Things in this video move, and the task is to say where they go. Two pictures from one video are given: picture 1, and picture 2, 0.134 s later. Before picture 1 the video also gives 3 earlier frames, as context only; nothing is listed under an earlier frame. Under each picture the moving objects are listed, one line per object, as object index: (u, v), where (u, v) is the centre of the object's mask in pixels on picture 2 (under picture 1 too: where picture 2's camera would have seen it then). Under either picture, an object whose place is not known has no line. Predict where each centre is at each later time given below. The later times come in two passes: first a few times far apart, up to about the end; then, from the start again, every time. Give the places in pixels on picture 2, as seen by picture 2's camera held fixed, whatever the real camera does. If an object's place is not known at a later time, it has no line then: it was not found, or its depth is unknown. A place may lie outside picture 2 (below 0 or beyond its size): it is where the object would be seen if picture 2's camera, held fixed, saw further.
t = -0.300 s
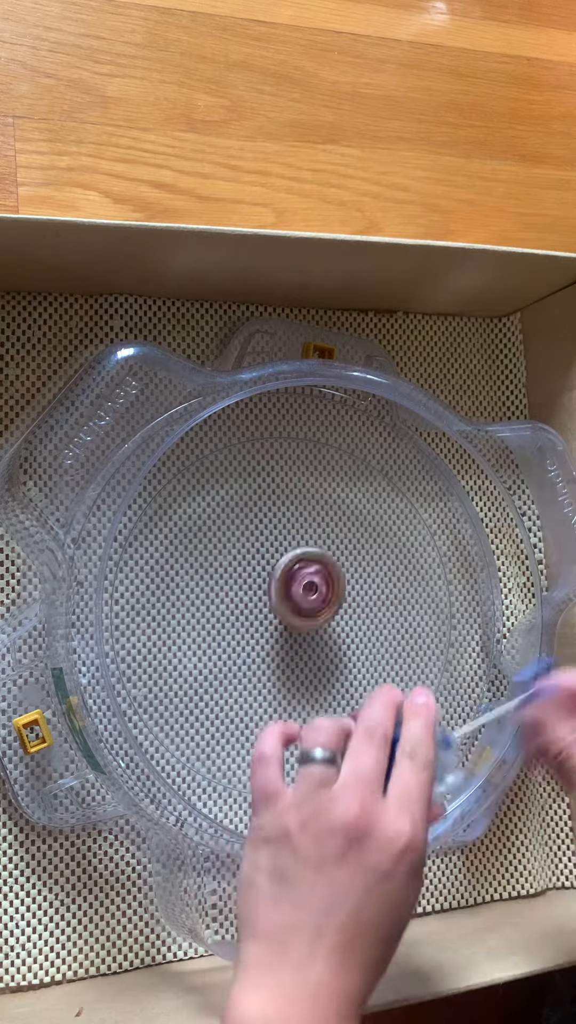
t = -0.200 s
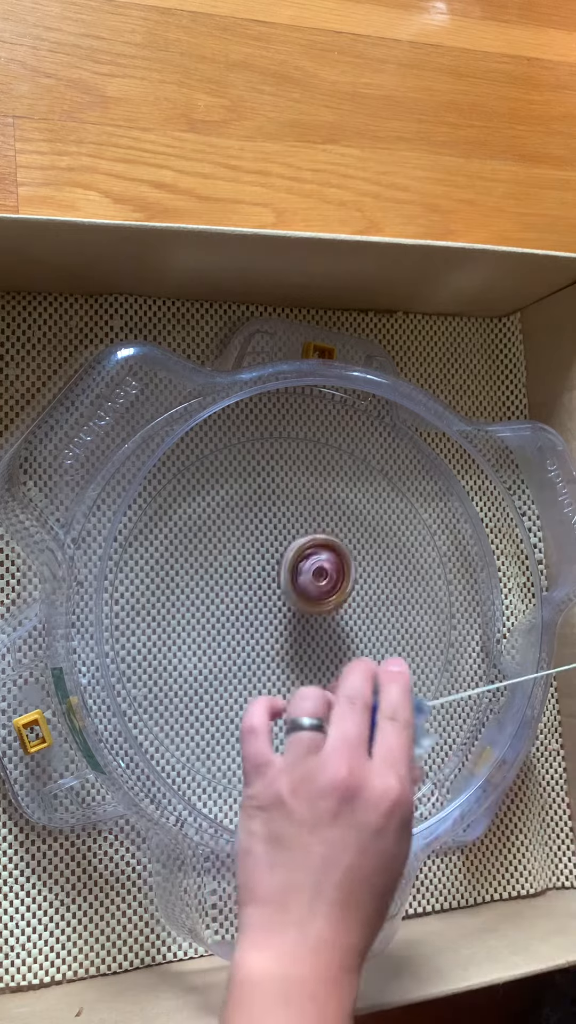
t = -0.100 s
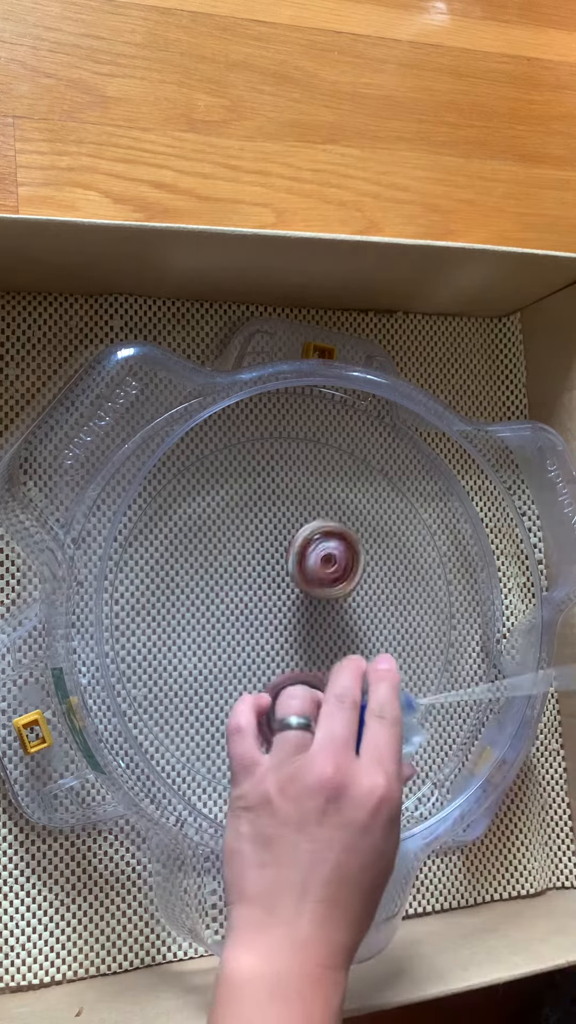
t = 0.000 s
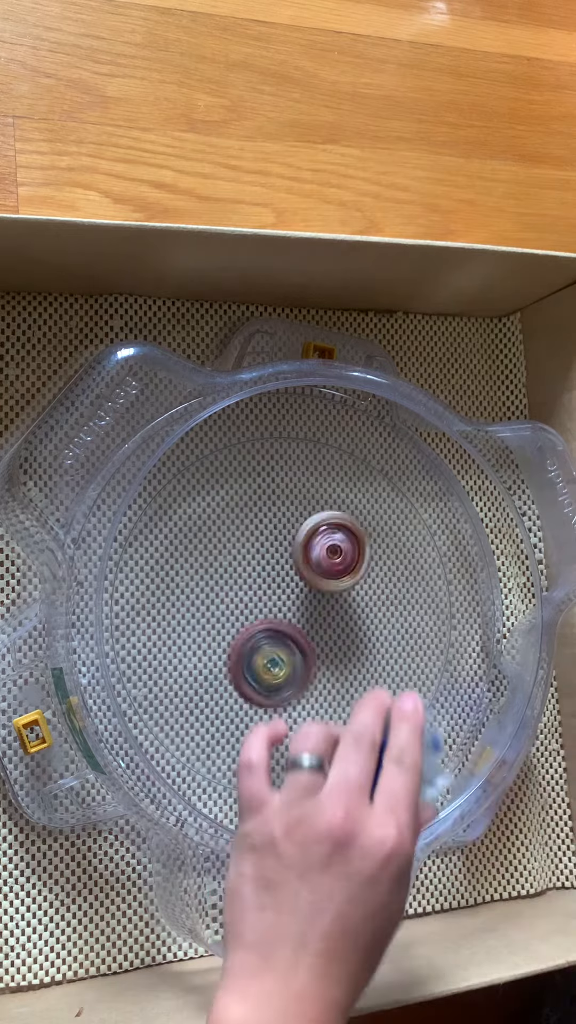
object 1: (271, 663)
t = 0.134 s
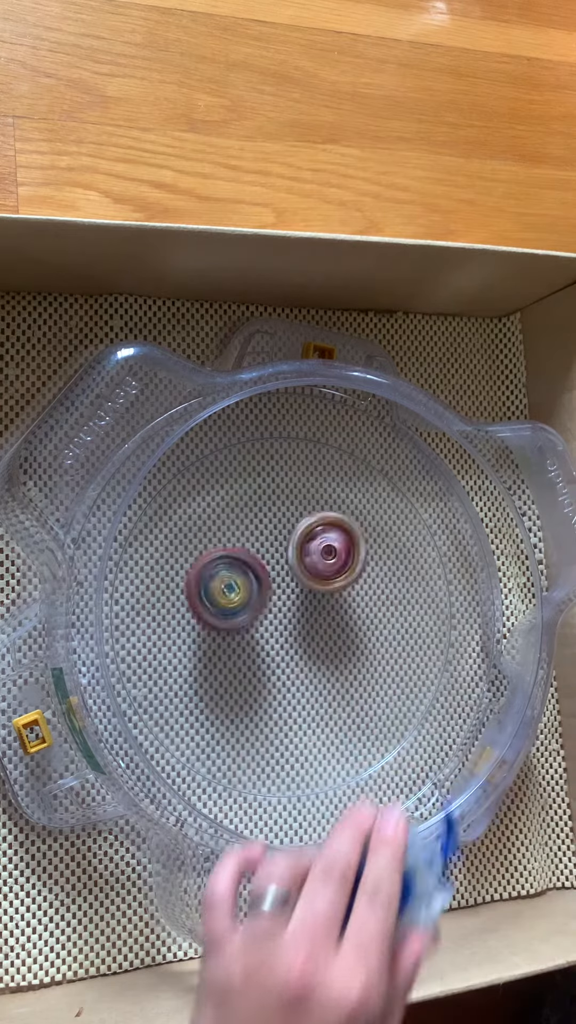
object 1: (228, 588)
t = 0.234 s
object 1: (237, 535)
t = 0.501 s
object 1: (368, 493)
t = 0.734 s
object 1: (385, 644)
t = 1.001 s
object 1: (290, 717)
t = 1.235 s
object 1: (250, 607)
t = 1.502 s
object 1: (378, 558)
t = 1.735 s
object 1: (392, 669)
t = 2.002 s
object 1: (236, 637)
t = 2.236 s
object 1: (237, 503)
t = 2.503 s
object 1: (362, 531)
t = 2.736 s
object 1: (339, 679)
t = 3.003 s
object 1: (307, 686)
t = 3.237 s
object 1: (343, 613)
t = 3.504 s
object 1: (389, 629)
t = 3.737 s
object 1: (304, 605)
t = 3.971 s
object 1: (273, 521)
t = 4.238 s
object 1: (329, 552)
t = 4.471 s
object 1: (302, 627)
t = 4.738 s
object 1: (335, 618)
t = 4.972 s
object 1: (389, 646)
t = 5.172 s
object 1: (374, 687)
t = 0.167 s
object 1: (227, 571)
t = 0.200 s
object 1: (229, 554)
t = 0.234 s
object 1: (237, 535)
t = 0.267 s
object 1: (246, 519)
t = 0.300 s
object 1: (259, 505)
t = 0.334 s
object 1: (275, 493)
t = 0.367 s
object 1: (293, 484)
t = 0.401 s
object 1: (311, 478)
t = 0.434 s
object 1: (330, 478)
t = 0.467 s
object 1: (349, 483)
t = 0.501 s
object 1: (368, 493)
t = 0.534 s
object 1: (383, 506)
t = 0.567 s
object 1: (395, 525)
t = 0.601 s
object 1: (403, 547)
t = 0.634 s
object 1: (405, 570)
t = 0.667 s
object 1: (404, 596)
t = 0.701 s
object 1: (397, 620)
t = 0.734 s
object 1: (385, 644)
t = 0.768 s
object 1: (374, 663)
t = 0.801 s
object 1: (369, 677)
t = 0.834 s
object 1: (359, 689)
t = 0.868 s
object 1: (344, 700)
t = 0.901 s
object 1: (329, 707)
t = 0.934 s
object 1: (315, 713)
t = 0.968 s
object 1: (300, 715)
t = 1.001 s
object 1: (290, 717)
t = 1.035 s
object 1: (276, 712)
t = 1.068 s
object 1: (262, 703)
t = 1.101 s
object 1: (250, 688)
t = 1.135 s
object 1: (243, 670)
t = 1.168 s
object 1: (240, 650)
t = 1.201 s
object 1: (243, 628)
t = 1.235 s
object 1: (250, 607)
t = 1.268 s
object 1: (260, 589)
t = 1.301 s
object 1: (275, 574)
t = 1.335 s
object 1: (290, 563)
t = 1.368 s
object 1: (308, 554)
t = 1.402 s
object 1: (326, 549)
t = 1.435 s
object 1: (344, 548)
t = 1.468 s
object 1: (362, 551)
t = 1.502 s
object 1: (378, 558)
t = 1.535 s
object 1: (392, 569)
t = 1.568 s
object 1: (404, 583)
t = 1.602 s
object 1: (412, 599)
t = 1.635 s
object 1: (415, 617)
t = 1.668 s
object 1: (413, 635)
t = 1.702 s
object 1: (406, 653)
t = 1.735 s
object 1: (392, 669)
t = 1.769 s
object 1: (374, 680)
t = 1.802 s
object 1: (354, 687)
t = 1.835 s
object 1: (332, 689)
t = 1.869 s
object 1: (309, 686)
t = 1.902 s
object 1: (287, 679)
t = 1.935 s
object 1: (267, 667)
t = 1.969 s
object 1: (250, 654)
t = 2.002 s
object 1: (236, 637)
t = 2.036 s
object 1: (225, 618)
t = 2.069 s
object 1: (217, 598)
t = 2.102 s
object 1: (213, 576)
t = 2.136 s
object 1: (214, 556)
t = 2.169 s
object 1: (218, 537)
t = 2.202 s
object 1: (226, 519)
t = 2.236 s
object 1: (237, 503)
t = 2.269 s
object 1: (250, 490)
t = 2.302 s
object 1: (267, 481)
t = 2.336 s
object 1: (285, 478)
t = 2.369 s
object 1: (303, 478)
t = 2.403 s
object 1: (321, 484)
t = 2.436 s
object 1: (338, 496)
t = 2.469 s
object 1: (352, 511)
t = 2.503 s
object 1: (362, 531)
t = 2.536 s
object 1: (370, 552)
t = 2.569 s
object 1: (372, 575)
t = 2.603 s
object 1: (372, 597)
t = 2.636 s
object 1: (368, 621)
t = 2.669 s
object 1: (362, 641)
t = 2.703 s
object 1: (352, 661)
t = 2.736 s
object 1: (339, 679)
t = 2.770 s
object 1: (326, 693)
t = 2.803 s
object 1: (317, 700)
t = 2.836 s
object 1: (313, 703)
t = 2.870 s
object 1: (311, 704)
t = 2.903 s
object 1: (310, 704)
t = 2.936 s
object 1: (308, 700)
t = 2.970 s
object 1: (307, 694)
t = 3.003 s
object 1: (307, 686)
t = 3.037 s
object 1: (308, 676)
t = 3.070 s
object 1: (309, 665)
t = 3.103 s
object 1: (312, 653)
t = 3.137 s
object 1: (318, 642)
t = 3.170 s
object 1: (325, 631)
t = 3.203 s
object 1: (333, 621)
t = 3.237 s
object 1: (343, 613)
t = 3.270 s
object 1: (353, 608)
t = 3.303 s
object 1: (364, 604)
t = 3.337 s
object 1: (374, 604)
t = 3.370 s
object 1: (384, 605)
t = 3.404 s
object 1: (391, 610)
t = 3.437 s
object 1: (394, 615)
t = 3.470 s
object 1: (393, 622)
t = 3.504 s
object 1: (389, 629)
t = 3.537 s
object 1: (381, 635)
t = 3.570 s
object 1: (369, 638)
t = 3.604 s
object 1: (356, 638)
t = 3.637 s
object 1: (342, 635)
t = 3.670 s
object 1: (327, 628)
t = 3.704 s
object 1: (315, 617)
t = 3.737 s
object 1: (304, 605)
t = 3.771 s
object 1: (291, 594)
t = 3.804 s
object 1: (280, 583)
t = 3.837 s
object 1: (273, 571)
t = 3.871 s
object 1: (269, 557)
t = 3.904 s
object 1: (268, 545)
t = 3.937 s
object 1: (269, 532)
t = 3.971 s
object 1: (273, 521)
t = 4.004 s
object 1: (279, 513)
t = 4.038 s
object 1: (287, 507)
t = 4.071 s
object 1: (296, 505)
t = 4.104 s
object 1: (306, 507)
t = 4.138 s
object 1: (315, 514)
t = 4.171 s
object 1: (323, 525)
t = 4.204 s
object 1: (328, 537)
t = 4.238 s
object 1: (329, 552)
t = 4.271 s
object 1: (328, 569)
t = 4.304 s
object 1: (324, 586)
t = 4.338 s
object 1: (317, 601)
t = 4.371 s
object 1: (308, 615)
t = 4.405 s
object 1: (299, 627)
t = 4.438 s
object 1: (298, 628)
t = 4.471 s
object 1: (302, 627)
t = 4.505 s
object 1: (307, 623)
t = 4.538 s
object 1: (313, 620)
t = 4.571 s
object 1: (319, 618)
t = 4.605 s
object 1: (323, 617)
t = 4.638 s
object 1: (328, 616)
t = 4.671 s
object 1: (331, 617)
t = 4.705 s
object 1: (334, 617)
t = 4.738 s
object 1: (335, 618)
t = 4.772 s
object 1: (336, 621)
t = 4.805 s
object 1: (341, 622)
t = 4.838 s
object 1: (353, 624)
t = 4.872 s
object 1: (364, 627)
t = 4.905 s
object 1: (375, 632)
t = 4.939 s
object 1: (383, 639)
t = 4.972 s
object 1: (389, 646)
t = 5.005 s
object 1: (391, 654)
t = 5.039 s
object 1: (390, 660)
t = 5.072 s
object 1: (384, 666)
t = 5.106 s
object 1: (375, 669)
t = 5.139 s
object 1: (373, 675)
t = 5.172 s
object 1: (374, 687)
